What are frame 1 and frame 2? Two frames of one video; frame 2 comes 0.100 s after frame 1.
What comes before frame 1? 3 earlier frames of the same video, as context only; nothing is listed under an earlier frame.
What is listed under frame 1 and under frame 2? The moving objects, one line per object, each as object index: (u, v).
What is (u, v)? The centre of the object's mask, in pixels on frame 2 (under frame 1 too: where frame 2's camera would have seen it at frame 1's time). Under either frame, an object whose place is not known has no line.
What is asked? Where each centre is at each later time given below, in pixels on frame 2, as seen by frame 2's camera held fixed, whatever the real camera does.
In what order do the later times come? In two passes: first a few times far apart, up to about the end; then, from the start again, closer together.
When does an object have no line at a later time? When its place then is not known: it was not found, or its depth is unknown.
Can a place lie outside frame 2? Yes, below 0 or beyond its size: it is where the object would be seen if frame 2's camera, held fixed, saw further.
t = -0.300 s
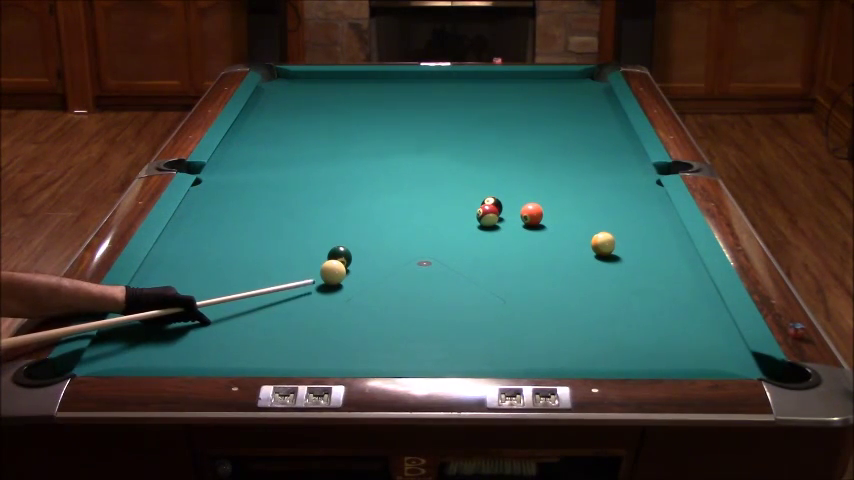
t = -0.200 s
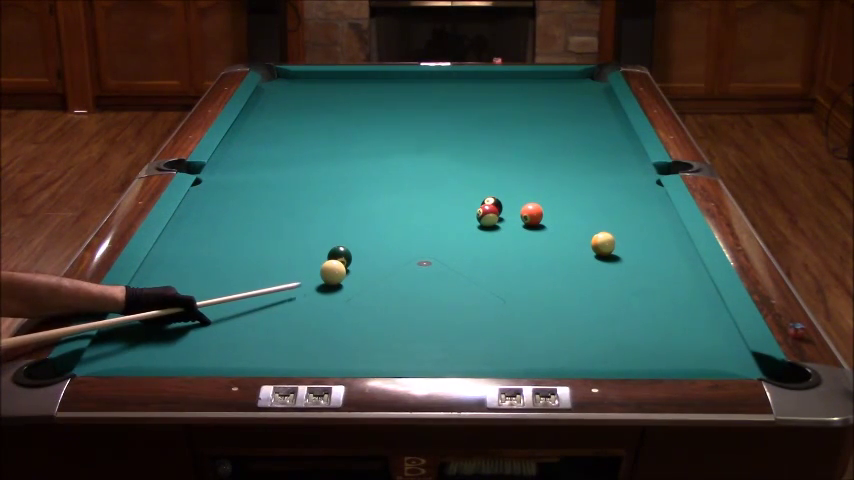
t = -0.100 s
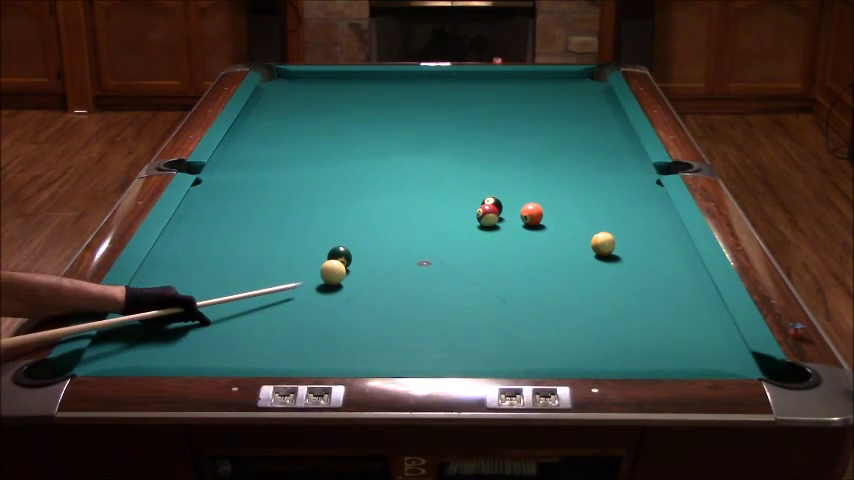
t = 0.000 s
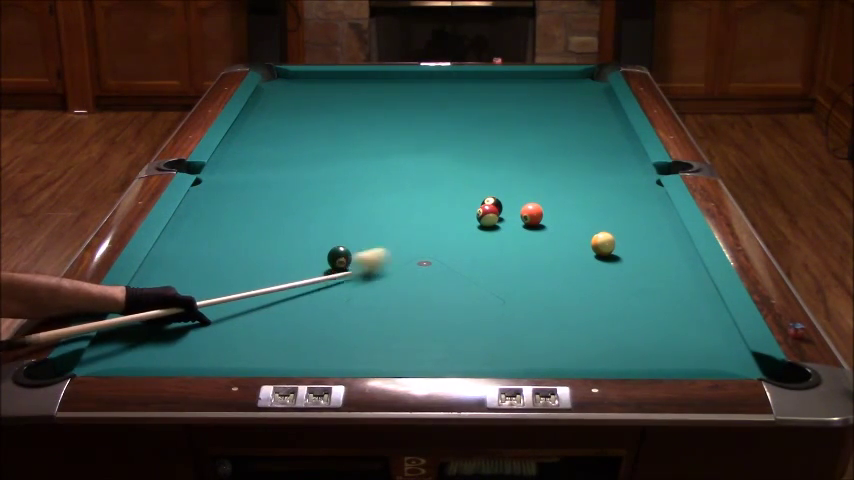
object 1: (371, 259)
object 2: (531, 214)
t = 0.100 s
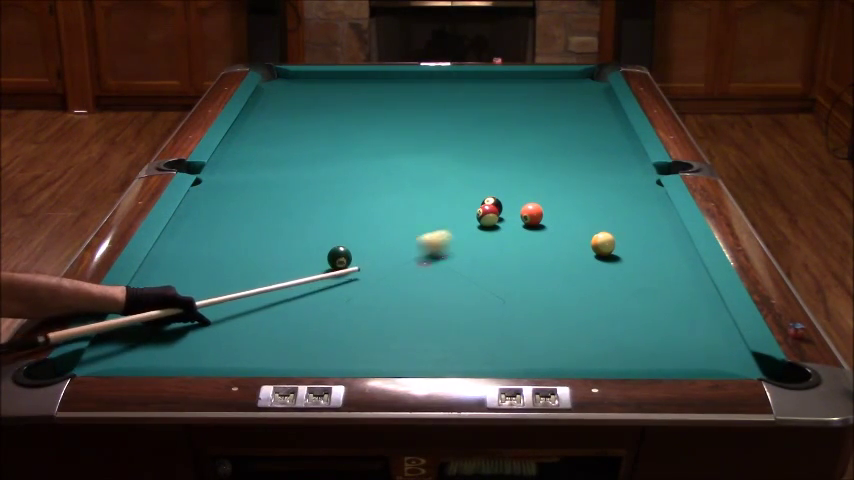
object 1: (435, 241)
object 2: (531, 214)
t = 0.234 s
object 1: (504, 223)
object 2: (531, 213)
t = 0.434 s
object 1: (524, 220)
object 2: (582, 195)
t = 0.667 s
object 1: (532, 221)
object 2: (633, 177)
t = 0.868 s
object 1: (538, 222)
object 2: (667, 172)
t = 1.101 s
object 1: (542, 222)
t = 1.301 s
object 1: (545, 222)
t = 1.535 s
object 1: (548, 222)
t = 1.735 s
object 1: (548, 222)
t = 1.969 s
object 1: (548, 222)
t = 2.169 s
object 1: (548, 222)
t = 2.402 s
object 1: (548, 222)
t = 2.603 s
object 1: (548, 222)
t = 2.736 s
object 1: (548, 223)
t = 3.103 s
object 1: (541, 218)
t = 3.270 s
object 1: (548, 222)
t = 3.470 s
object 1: (548, 222)
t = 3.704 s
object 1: (548, 222)
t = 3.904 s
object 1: (548, 222)
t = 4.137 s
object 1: (548, 222)
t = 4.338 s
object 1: (548, 222)
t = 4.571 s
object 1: (548, 222)
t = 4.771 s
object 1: (548, 222)
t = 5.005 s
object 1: (548, 222)
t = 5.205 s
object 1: (548, 222)
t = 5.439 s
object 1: (548, 222)
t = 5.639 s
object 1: (548, 222)
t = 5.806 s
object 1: (548, 222)
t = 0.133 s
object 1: (454, 236)
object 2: (531, 213)
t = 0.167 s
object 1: (471, 231)
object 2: (531, 214)
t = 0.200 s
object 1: (488, 226)
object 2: (531, 214)
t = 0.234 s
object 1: (504, 223)
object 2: (531, 213)
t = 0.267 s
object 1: (516, 219)
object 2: (534, 212)
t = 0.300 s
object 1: (519, 220)
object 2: (542, 209)
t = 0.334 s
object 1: (520, 220)
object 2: (554, 205)
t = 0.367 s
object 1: (521, 220)
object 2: (564, 202)
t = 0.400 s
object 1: (523, 220)
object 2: (573, 198)
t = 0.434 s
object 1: (524, 220)
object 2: (582, 195)
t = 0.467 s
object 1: (525, 220)
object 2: (590, 192)
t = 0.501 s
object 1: (526, 220)
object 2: (597, 190)
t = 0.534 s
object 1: (528, 221)
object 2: (605, 187)
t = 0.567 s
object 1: (529, 221)
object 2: (612, 185)
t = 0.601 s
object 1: (530, 221)
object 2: (620, 182)
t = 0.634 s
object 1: (531, 221)
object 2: (626, 179)
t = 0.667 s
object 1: (532, 221)
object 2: (633, 177)
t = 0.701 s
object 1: (533, 221)
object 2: (640, 175)
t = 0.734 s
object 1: (534, 221)
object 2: (646, 172)
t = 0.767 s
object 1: (535, 221)
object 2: (653, 170)
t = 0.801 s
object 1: (536, 222)
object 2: (659, 168)
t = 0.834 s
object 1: (537, 222)
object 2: (664, 169)
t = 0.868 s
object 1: (538, 222)
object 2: (667, 172)
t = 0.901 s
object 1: (539, 222)
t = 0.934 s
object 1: (539, 222)
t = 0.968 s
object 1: (540, 222)
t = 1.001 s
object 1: (541, 222)
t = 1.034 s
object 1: (541, 222)
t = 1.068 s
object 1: (542, 222)
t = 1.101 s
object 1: (542, 222)
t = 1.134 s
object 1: (543, 222)
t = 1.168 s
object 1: (544, 222)
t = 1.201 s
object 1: (544, 222)
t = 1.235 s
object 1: (545, 222)
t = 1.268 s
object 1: (545, 222)
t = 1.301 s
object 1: (545, 222)
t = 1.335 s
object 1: (546, 222)
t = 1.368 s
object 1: (546, 222)
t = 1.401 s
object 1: (546, 222)
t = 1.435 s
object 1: (547, 222)
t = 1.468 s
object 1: (547, 222)
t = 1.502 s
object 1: (547, 222)
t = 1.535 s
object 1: (548, 222)
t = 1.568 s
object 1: (548, 222)
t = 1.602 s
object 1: (548, 222)
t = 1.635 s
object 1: (548, 222)
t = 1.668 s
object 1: (548, 222)
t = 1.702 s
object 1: (548, 222)
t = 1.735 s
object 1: (548, 222)
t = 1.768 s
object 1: (548, 222)
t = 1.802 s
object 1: (548, 222)
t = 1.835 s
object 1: (548, 222)
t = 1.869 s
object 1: (548, 222)
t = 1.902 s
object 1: (548, 222)
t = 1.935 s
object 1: (548, 222)
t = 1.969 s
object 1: (548, 222)
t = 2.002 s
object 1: (548, 222)
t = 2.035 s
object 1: (548, 222)
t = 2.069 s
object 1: (548, 222)
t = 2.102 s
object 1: (548, 222)
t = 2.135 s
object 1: (548, 222)
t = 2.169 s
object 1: (548, 222)
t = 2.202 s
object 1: (548, 222)
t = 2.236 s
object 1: (548, 222)
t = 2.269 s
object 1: (548, 222)
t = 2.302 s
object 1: (548, 222)
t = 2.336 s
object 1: (548, 222)
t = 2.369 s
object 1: (548, 222)
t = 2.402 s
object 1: (548, 222)
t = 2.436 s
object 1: (548, 222)
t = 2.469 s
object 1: (548, 222)
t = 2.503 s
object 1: (548, 222)
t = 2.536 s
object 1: (548, 222)
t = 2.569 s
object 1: (548, 222)
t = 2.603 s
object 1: (548, 222)
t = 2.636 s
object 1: (548, 222)
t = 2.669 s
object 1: (548, 222)
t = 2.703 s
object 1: (548, 222)
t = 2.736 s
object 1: (548, 223)
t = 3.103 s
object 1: (541, 218)
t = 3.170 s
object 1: (548, 222)
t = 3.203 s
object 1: (548, 222)
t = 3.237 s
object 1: (548, 222)
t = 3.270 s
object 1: (548, 222)
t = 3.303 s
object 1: (548, 222)
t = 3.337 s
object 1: (548, 222)
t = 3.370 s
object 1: (548, 222)
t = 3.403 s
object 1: (548, 222)
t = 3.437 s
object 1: (548, 222)
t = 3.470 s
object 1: (548, 222)
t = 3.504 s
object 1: (548, 222)
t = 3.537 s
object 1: (548, 222)
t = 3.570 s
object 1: (548, 222)
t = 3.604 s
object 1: (548, 222)
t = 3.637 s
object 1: (548, 222)
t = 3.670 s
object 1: (548, 222)
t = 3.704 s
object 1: (548, 222)
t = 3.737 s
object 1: (548, 222)
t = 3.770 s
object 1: (548, 222)
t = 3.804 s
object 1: (548, 222)
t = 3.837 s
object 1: (548, 222)
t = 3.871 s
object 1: (548, 222)
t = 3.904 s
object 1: (548, 222)
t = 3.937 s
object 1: (548, 222)
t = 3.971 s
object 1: (548, 222)
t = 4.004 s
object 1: (548, 222)
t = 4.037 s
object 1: (548, 222)
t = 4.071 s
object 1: (548, 222)
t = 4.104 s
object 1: (548, 222)
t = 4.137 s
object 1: (548, 222)
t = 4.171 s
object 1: (548, 222)
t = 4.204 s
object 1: (548, 222)
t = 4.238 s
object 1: (548, 222)
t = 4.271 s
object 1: (548, 222)
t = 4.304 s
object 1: (548, 222)
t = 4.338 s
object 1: (548, 222)
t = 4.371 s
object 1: (548, 222)
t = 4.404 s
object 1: (548, 222)
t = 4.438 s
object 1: (548, 222)
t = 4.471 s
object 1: (548, 222)
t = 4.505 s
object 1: (548, 222)
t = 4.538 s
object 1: (548, 222)
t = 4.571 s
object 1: (548, 222)
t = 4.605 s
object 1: (548, 222)
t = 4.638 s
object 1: (548, 222)
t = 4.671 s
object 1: (548, 222)
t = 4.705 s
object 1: (548, 222)
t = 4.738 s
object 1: (548, 222)
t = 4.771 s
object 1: (548, 222)
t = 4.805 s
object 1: (548, 222)
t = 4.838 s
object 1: (548, 222)
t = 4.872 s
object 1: (548, 222)
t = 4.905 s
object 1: (548, 222)
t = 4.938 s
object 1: (548, 222)
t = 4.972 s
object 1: (548, 222)
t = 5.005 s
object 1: (548, 222)
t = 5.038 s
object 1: (548, 222)
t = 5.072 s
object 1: (548, 222)
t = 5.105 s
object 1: (548, 222)
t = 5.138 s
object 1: (548, 222)
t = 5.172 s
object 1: (548, 222)
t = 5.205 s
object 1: (548, 222)
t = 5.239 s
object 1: (548, 222)
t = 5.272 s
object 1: (548, 222)
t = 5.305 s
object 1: (548, 222)
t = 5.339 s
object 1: (548, 222)
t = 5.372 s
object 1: (548, 222)
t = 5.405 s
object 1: (548, 222)
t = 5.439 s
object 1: (548, 222)
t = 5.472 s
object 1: (548, 222)
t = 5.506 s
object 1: (548, 222)
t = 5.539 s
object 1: (548, 222)
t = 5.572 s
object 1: (548, 222)
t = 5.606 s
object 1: (548, 222)
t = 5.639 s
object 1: (548, 222)
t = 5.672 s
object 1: (548, 222)
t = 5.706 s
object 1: (548, 222)
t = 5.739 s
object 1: (548, 222)
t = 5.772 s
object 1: (548, 222)
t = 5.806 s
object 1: (548, 222)
